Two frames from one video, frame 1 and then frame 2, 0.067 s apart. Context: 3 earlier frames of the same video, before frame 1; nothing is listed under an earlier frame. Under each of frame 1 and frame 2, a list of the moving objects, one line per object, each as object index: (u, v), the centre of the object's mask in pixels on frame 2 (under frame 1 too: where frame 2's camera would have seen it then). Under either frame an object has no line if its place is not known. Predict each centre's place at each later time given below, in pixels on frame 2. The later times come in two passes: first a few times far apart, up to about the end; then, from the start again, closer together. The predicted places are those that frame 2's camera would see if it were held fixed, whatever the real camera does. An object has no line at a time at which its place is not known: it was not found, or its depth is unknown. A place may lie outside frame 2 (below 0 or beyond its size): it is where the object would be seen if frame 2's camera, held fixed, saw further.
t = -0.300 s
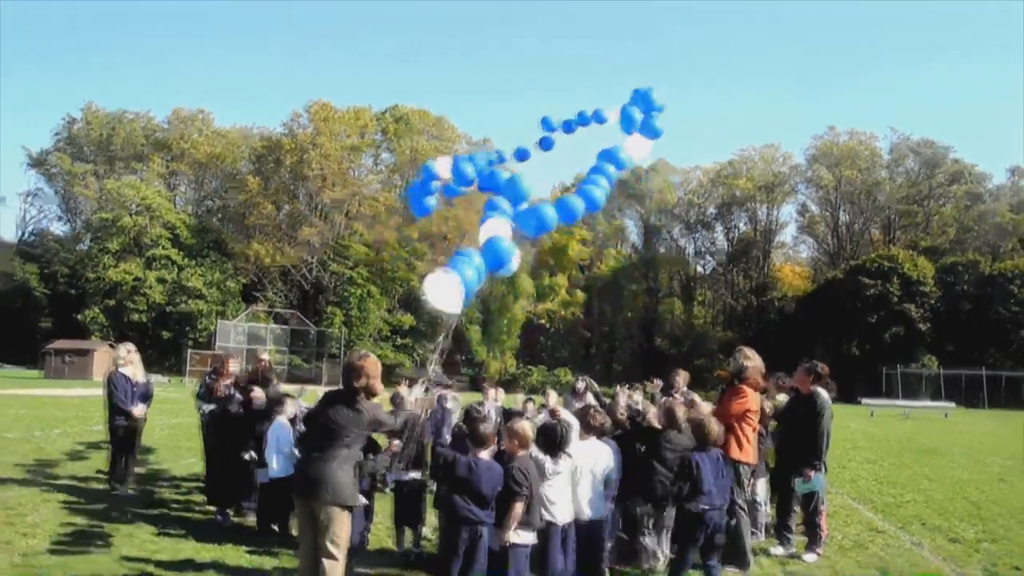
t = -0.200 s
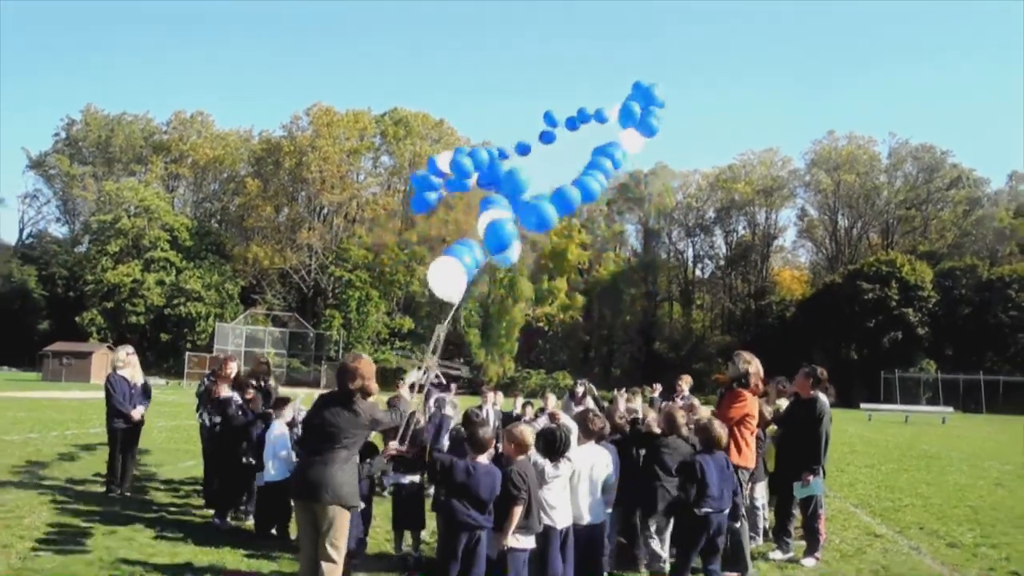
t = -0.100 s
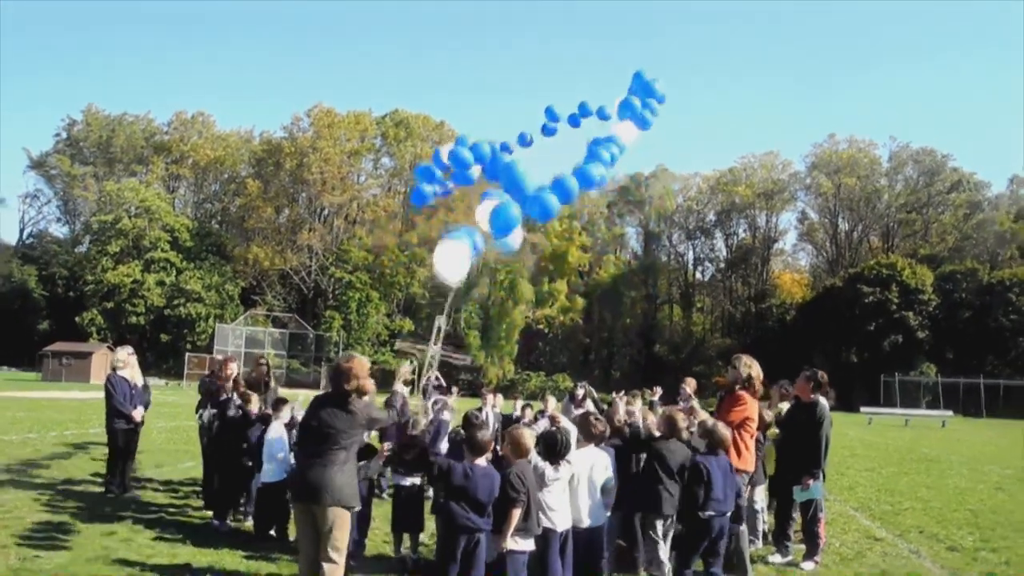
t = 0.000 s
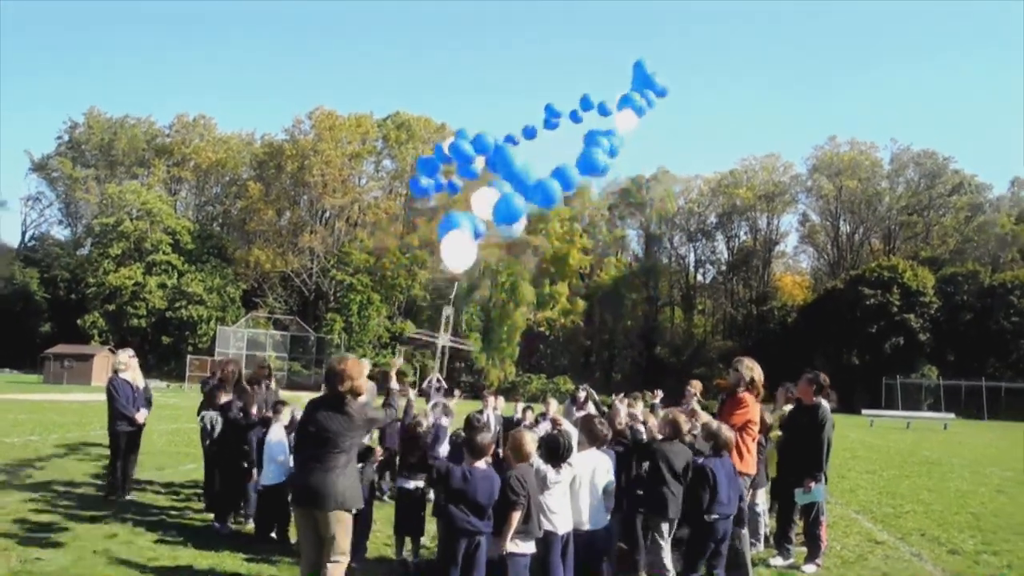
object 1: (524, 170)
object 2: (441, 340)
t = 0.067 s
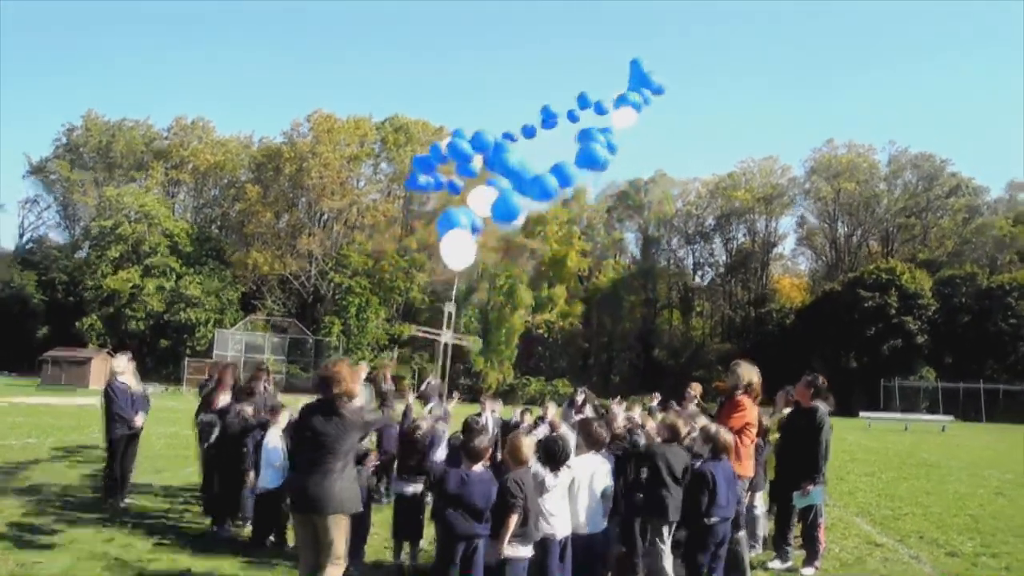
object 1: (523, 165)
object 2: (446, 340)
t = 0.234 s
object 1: (522, 152)
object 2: (464, 333)
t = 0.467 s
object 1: (533, 127)
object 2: (486, 309)
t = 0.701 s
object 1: (545, 104)
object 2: (503, 295)
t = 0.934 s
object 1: (550, 87)
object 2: (514, 280)
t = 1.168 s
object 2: (518, 267)
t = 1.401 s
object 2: (522, 235)
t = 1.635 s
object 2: (522, 219)
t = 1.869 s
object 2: (527, 193)
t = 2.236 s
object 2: (535, 164)
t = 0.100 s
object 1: (522, 162)
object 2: (450, 336)
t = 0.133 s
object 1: (525, 157)
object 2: (454, 332)
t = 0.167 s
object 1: (522, 154)
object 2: (459, 334)
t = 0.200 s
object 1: (522, 151)
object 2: (462, 331)
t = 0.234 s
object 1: (522, 152)
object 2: (464, 333)
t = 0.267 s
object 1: (524, 147)
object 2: (467, 332)
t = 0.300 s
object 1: (524, 144)
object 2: (472, 329)
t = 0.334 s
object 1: (526, 139)
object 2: (476, 324)
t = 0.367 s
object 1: (528, 136)
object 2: (479, 300)
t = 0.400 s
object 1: (530, 135)
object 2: (479, 300)
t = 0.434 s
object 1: (531, 130)
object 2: (483, 309)
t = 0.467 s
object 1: (533, 127)
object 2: (486, 309)
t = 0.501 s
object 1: (535, 121)
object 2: (489, 304)
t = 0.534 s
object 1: (538, 118)
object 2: (496, 299)
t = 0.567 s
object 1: (536, 119)
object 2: (494, 306)
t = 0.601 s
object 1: (538, 115)
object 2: (501, 303)
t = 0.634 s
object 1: (540, 112)
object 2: (502, 302)
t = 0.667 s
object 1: (543, 107)
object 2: (503, 294)
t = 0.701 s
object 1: (545, 104)
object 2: (503, 295)
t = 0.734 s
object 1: (545, 102)
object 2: (506, 296)
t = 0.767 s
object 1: (542, 101)
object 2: (508, 292)
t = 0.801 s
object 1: (543, 98)
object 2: (509, 289)
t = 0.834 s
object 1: (547, 94)
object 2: (511, 286)
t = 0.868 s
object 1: (548, 92)
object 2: (511, 292)
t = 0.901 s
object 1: (549, 89)
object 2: (513, 283)
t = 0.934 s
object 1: (550, 87)
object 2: (514, 280)
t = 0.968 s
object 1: (551, 84)
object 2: (514, 277)
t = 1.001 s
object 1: (552, 81)
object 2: (515, 275)
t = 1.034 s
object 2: (517, 263)
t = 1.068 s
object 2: (516, 268)
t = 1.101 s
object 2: (517, 269)
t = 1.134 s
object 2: (517, 269)
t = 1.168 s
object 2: (518, 267)
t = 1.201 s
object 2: (518, 259)
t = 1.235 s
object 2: (516, 262)
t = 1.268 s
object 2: (519, 256)
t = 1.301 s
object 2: (519, 254)
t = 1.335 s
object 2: (519, 249)
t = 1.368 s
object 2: (520, 246)
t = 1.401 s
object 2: (522, 235)
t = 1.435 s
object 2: (522, 240)
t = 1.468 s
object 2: (522, 237)
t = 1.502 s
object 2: (520, 237)
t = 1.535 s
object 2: (524, 221)
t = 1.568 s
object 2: (522, 225)
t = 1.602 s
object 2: (523, 223)
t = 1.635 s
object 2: (522, 219)
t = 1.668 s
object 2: (523, 217)
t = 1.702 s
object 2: (523, 211)
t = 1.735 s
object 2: (523, 212)
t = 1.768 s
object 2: (524, 209)
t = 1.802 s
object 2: (524, 204)
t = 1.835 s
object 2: (525, 197)
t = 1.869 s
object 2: (527, 193)
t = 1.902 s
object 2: (527, 192)
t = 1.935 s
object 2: (527, 191)
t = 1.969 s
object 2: (527, 190)
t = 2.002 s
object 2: (528, 185)
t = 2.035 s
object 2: (530, 180)
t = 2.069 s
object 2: (529, 180)
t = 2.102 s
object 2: (530, 177)
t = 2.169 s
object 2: (533, 170)
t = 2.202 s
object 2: (534, 166)
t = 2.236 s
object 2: (535, 164)
